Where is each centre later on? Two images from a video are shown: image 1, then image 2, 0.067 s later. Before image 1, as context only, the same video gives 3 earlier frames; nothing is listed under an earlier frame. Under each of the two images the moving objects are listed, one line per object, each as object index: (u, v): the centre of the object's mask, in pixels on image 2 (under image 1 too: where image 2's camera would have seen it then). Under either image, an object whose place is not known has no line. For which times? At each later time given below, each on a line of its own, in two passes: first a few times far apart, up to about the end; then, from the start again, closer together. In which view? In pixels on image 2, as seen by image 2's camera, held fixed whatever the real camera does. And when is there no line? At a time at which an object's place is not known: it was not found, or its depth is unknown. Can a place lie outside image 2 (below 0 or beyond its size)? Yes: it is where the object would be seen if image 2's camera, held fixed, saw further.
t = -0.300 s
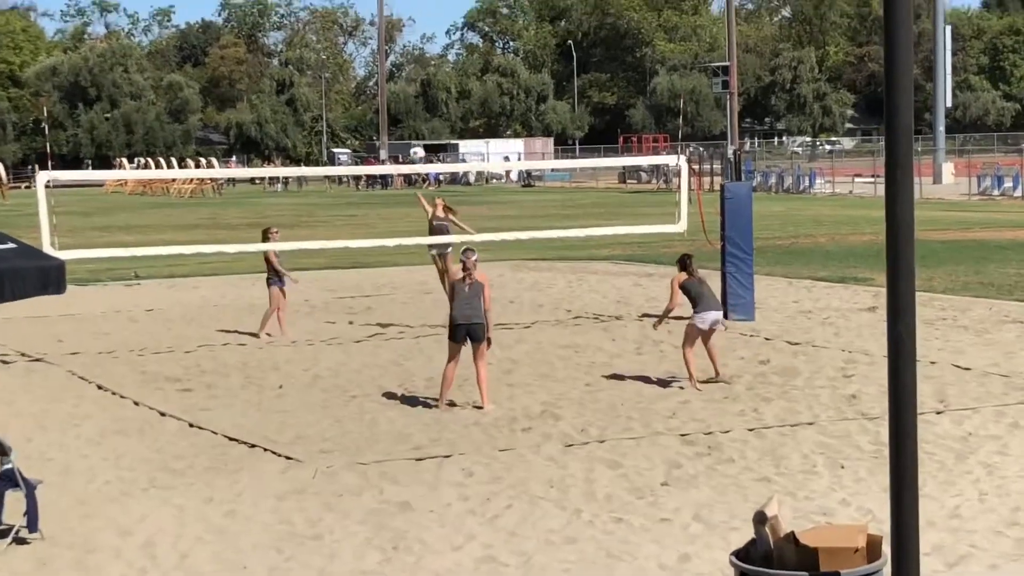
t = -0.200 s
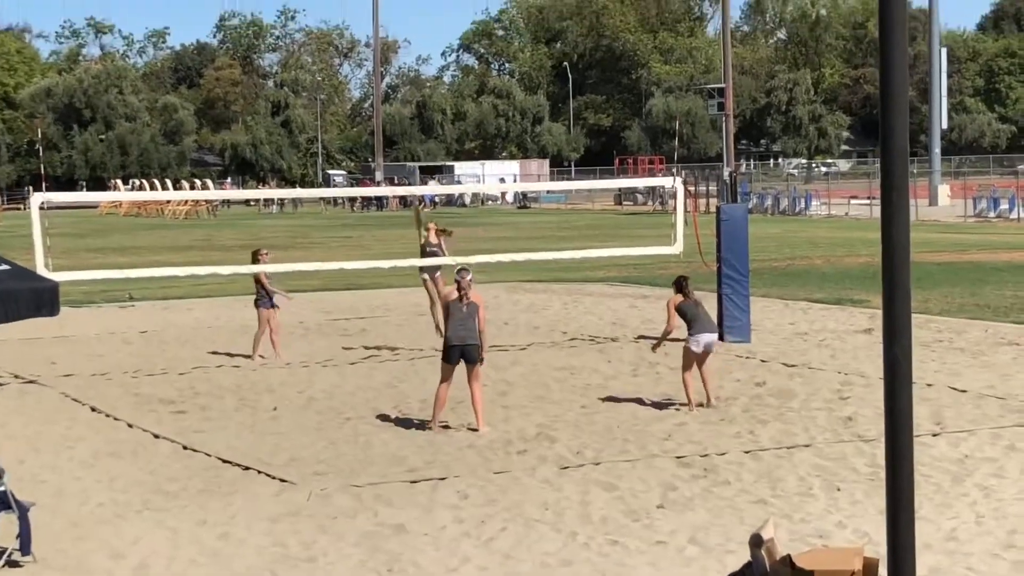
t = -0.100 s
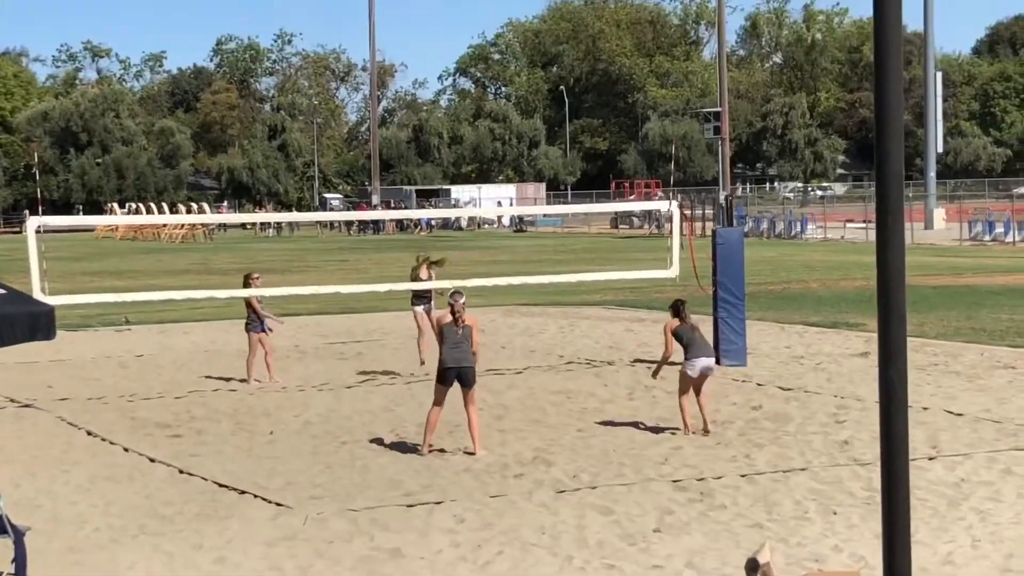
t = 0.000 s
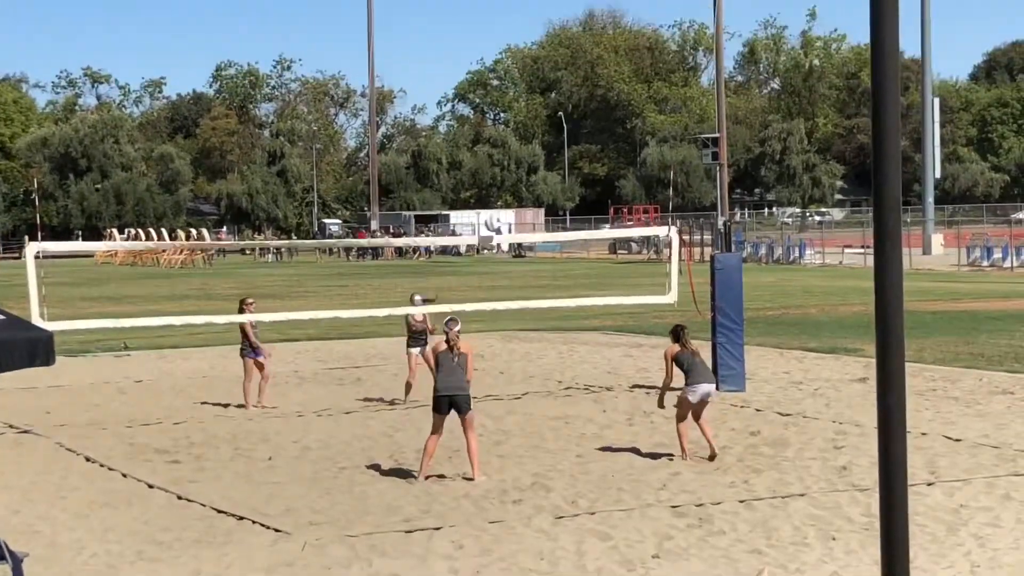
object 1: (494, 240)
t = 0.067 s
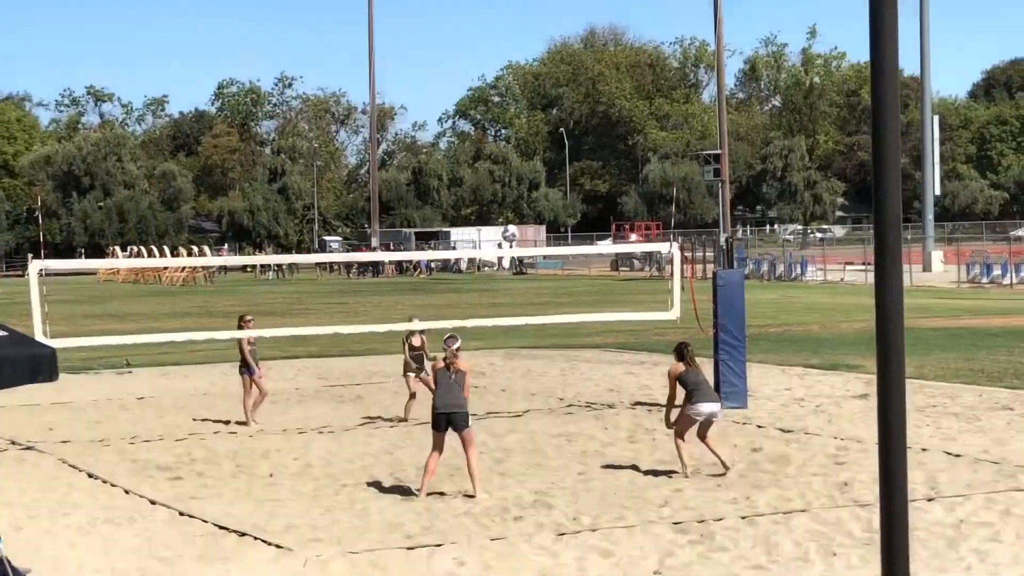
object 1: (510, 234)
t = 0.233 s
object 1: (550, 234)
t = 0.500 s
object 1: (621, 290)
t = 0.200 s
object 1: (542, 232)
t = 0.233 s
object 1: (550, 234)
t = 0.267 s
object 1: (559, 238)
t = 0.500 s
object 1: (621, 290)
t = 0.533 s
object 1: (628, 302)
